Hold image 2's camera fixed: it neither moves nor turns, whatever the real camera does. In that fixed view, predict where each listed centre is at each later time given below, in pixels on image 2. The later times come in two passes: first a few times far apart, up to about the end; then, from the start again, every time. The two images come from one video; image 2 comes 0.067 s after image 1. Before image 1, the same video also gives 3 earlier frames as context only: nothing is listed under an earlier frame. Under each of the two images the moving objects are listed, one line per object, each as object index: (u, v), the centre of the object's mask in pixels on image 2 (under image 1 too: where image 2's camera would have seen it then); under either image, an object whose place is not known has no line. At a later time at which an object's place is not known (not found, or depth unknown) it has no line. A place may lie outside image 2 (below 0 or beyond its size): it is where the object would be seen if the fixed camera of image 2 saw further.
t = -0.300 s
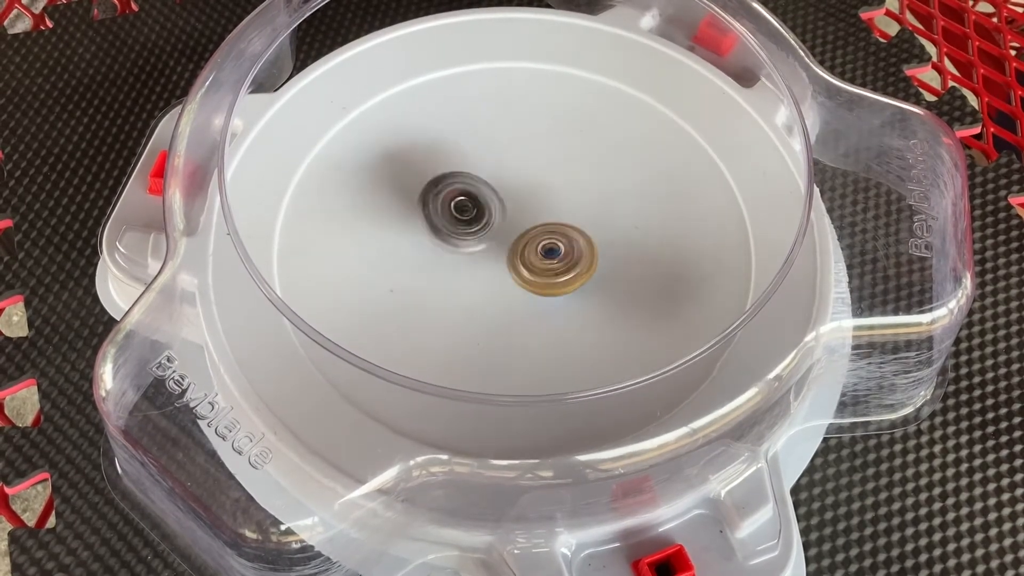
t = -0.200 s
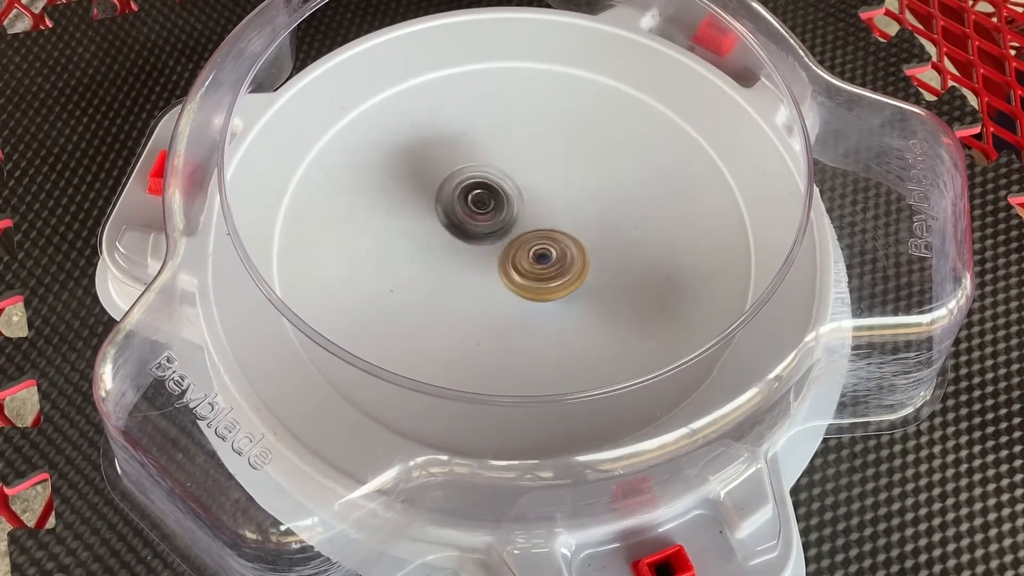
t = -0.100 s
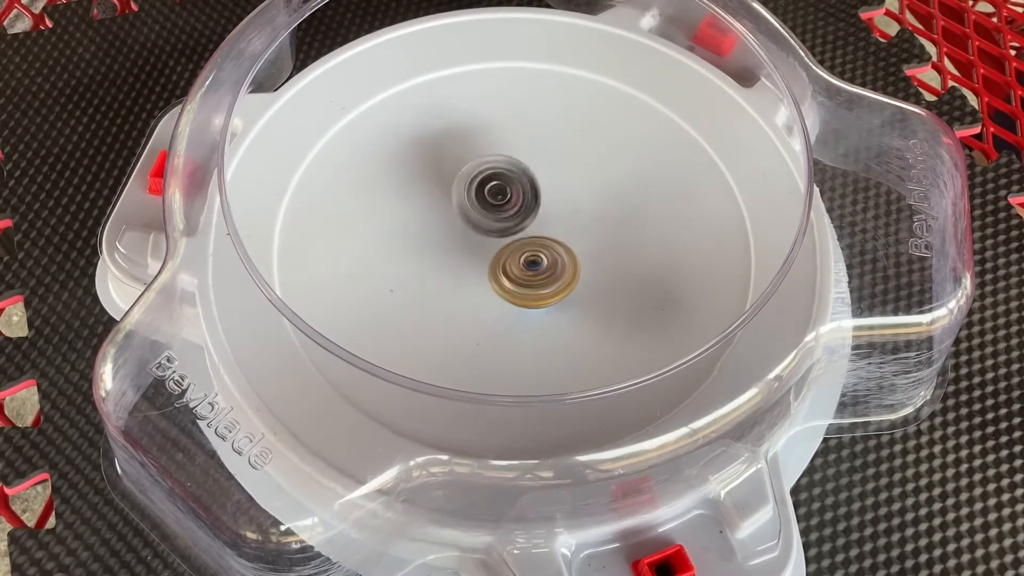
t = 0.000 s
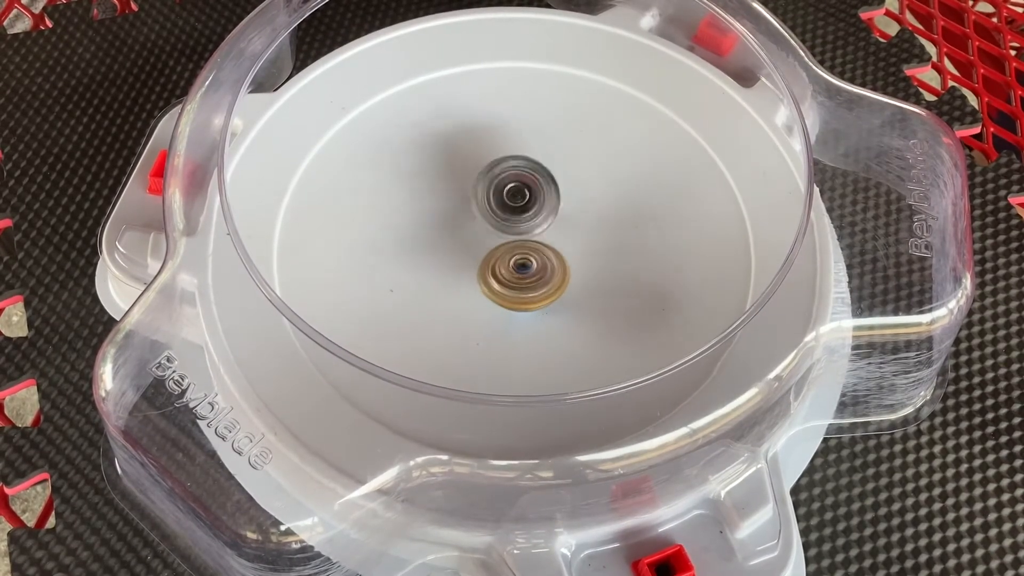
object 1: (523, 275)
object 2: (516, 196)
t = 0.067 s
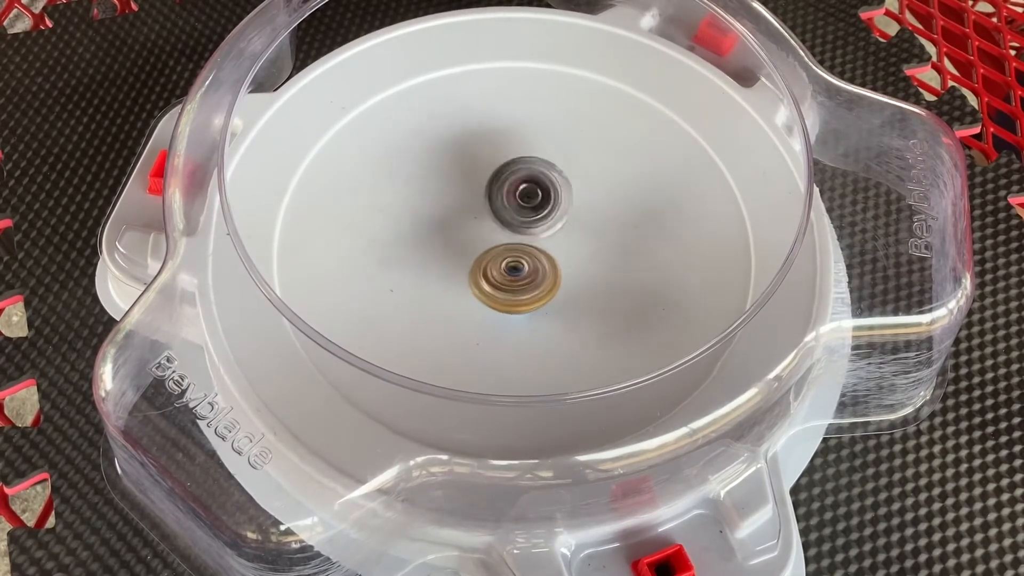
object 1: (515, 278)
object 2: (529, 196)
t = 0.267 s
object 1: (492, 276)
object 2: (560, 221)
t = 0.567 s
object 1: (470, 254)
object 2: (561, 271)
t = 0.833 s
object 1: (475, 226)
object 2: (520, 294)
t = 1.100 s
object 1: (504, 209)
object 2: (473, 281)
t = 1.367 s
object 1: (543, 216)
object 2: (461, 250)
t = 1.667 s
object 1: (567, 247)
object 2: (472, 221)
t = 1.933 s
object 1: (560, 293)
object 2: (485, 193)
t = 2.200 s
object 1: (498, 328)
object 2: (525, 172)
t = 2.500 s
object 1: (481, 293)
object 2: (524, 194)
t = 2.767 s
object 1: (482, 270)
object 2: (544, 187)
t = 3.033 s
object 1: (515, 280)
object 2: (532, 201)
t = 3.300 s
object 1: (515, 296)
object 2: (505, 213)
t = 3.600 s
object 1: (510, 286)
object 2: (482, 210)
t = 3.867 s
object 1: (528, 285)
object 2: (496, 208)
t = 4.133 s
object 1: (533, 298)
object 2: (503, 217)
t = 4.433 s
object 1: (516, 308)
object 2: (501, 197)
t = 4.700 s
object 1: (528, 281)
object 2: (511, 199)
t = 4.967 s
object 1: (543, 283)
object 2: (510, 212)
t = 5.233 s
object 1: (541, 280)
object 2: (494, 207)
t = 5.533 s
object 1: (552, 266)
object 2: (505, 201)
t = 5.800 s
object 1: (540, 288)
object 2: (498, 223)
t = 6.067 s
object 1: (502, 300)
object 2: (490, 189)
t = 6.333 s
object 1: (526, 288)
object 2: (509, 209)
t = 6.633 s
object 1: (505, 301)
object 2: (498, 217)
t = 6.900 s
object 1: (492, 285)
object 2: (529, 191)
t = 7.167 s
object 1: (494, 279)
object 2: (558, 234)
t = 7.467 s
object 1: (470, 227)
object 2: (558, 283)
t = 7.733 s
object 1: (461, 222)
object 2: (492, 281)
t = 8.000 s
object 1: (480, 231)
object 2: (479, 286)
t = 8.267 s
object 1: (480, 232)
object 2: (480, 286)
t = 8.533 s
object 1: (480, 232)
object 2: (480, 286)
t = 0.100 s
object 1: (510, 278)
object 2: (533, 198)
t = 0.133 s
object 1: (507, 278)
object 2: (538, 202)
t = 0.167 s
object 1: (503, 278)
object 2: (544, 206)
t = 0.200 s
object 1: (499, 278)
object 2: (549, 211)
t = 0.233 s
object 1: (496, 277)
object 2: (553, 216)
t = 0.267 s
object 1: (492, 276)
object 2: (560, 221)
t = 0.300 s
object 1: (489, 274)
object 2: (564, 226)
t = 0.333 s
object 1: (486, 273)
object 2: (565, 231)
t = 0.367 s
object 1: (483, 271)
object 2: (566, 237)
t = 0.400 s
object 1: (479, 268)
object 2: (567, 243)
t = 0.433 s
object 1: (477, 266)
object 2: (566, 250)
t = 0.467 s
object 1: (475, 263)
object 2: (567, 255)
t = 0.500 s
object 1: (473, 260)
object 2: (567, 260)
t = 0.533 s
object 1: (471, 257)
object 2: (564, 266)
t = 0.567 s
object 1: (470, 254)
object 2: (561, 271)
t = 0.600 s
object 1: (469, 251)
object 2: (558, 276)
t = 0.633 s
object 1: (469, 248)
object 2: (552, 281)
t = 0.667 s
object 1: (469, 244)
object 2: (547, 284)
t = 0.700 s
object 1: (470, 240)
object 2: (539, 289)
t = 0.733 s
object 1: (470, 237)
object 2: (535, 289)
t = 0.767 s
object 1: (472, 233)
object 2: (533, 291)
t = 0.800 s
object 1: (473, 230)
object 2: (528, 293)
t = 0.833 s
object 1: (475, 226)
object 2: (520, 294)
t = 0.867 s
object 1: (477, 221)
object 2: (512, 296)
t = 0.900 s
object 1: (480, 218)
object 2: (503, 298)
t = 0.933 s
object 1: (483, 216)
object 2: (497, 297)
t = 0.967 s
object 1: (486, 213)
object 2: (492, 296)
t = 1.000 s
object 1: (490, 211)
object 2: (488, 292)
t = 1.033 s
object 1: (494, 210)
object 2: (482, 289)
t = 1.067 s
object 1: (499, 209)
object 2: (477, 285)
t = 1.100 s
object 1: (504, 209)
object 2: (473, 281)
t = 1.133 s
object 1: (508, 209)
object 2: (470, 275)
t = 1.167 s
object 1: (516, 207)
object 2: (465, 274)
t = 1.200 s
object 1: (521, 208)
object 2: (462, 271)
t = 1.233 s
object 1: (525, 208)
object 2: (461, 269)
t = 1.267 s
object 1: (530, 210)
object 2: (460, 265)
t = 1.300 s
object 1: (534, 211)
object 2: (459, 260)
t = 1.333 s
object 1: (538, 214)
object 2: (461, 254)
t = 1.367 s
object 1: (543, 216)
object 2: (461, 250)
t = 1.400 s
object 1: (555, 217)
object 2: (455, 246)
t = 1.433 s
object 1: (561, 221)
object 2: (450, 242)
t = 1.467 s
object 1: (564, 224)
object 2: (450, 239)
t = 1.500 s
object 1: (566, 227)
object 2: (451, 235)
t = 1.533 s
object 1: (569, 231)
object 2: (454, 232)
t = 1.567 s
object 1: (569, 235)
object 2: (459, 228)
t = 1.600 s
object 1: (569, 239)
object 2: (464, 226)
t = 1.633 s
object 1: (568, 243)
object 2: (469, 224)
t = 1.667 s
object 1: (567, 247)
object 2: (472, 221)
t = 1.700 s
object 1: (566, 251)
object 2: (479, 221)
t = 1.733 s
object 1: (573, 262)
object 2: (476, 209)
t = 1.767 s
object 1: (578, 274)
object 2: (473, 199)
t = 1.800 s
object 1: (578, 282)
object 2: (470, 193)
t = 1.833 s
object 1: (573, 286)
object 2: (472, 192)
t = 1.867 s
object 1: (569, 289)
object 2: (476, 192)
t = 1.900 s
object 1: (565, 291)
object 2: (480, 191)
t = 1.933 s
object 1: (560, 293)
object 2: (485, 193)
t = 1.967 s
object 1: (555, 294)
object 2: (490, 196)
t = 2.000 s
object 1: (549, 294)
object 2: (495, 198)
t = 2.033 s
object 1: (542, 293)
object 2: (497, 202)
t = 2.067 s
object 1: (535, 292)
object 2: (503, 207)
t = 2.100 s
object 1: (527, 290)
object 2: (509, 210)
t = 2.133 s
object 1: (517, 302)
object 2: (511, 199)
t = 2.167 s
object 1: (507, 318)
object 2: (519, 183)
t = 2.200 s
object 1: (498, 328)
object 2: (525, 172)
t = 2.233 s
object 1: (491, 330)
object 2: (527, 166)
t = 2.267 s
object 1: (487, 329)
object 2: (530, 164)
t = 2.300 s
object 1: (485, 326)
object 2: (532, 167)
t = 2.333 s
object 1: (483, 323)
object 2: (529, 169)
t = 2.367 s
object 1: (482, 319)
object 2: (529, 174)
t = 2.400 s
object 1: (481, 314)
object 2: (529, 178)
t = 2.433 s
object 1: (480, 308)
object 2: (525, 183)
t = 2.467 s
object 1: (480, 301)
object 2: (528, 188)
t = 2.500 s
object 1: (481, 293)
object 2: (524, 194)
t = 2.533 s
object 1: (483, 284)
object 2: (519, 199)
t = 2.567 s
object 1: (485, 275)
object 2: (521, 203)
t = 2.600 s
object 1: (478, 277)
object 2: (526, 195)
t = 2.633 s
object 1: (473, 276)
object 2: (537, 190)
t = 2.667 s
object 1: (472, 275)
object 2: (546, 187)
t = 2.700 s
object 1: (475, 273)
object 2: (545, 185)
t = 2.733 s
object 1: (479, 271)
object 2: (545, 187)
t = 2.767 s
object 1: (482, 270)
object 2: (544, 187)
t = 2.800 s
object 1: (487, 268)
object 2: (542, 189)
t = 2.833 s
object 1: (492, 267)
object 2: (543, 191)
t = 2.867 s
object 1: (497, 267)
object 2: (539, 194)
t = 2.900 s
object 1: (504, 267)
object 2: (539, 195)
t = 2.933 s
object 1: (508, 268)
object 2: (539, 196)
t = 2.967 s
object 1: (510, 272)
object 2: (537, 200)
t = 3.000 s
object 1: (513, 276)
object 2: (536, 198)
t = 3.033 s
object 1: (515, 280)
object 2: (532, 201)
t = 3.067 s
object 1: (517, 284)
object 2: (531, 202)
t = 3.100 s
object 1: (518, 287)
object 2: (526, 204)
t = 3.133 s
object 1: (518, 290)
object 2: (522, 207)
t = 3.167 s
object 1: (518, 292)
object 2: (521, 208)
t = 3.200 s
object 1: (518, 293)
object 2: (514, 211)
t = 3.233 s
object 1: (517, 295)
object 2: (512, 211)
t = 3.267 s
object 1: (516, 296)
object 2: (507, 213)
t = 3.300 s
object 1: (515, 296)
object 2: (505, 213)
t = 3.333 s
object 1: (514, 296)
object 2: (501, 214)
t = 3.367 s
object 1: (513, 296)
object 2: (497, 215)
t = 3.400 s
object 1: (512, 295)
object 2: (494, 214)
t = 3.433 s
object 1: (510, 294)
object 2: (490, 215)
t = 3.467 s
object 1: (510, 292)
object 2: (488, 214)
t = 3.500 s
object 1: (509, 290)
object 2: (485, 214)
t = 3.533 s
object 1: (510, 290)
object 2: (484, 211)
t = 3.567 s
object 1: (509, 289)
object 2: (483, 211)
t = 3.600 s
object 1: (510, 286)
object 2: (482, 210)
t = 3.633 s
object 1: (512, 285)
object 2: (482, 209)
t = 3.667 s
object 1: (515, 284)
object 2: (482, 207)
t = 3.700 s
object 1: (516, 282)
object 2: (485, 208)
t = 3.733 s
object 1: (517, 281)
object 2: (486, 208)
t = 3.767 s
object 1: (521, 280)
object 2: (488, 208)
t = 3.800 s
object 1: (524, 283)
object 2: (490, 207)
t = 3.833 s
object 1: (526, 285)
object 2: (492, 206)
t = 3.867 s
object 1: (528, 285)
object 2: (496, 208)
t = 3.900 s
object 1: (531, 285)
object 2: (495, 209)
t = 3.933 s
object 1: (533, 285)
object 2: (499, 211)
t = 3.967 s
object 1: (534, 288)
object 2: (499, 212)
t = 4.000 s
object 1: (534, 290)
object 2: (501, 216)
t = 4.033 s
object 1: (534, 292)
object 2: (502, 215)
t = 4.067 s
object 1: (534, 292)
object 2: (502, 216)
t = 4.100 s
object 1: (534, 293)
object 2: (505, 219)
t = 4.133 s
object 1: (533, 298)
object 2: (503, 217)
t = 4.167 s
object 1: (531, 300)
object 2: (507, 216)
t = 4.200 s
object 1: (531, 300)
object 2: (501, 218)
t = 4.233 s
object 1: (529, 300)
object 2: (503, 218)
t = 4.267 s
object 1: (528, 300)
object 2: (500, 219)
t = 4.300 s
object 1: (526, 298)
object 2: (503, 220)
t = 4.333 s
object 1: (525, 297)
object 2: (500, 221)
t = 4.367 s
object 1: (524, 306)
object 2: (501, 211)
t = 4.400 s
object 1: (520, 309)
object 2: (501, 202)
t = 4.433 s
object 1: (516, 308)
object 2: (501, 197)
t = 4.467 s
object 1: (516, 305)
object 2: (501, 196)
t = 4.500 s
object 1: (518, 302)
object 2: (502, 195)
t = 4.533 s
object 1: (519, 300)
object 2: (503, 195)
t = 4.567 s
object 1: (518, 297)
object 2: (504, 193)
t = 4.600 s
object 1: (520, 293)
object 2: (508, 196)
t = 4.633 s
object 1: (522, 290)
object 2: (508, 196)
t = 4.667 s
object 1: (525, 284)
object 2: (511, 198)
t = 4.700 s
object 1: (528, 281)
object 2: (511, 199)
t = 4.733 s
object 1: (533, 276)
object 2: (514, 202)
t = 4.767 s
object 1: (536, 277)
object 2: (514, 201)
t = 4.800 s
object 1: (539, 281)
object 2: (517, 201)
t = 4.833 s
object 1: (541, 282)
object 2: (515, 202)
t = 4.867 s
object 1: (544, 282)
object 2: (515, 205)
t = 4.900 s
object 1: (545, 283)
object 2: (513, 207)
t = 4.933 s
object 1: (544, 284)
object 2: (511, 211)
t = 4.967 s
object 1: (543, 283)
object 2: (510, 212)
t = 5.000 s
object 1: (543, 283)
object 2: (507, 214)
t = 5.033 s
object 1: (544, 282)
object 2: (505, 216)
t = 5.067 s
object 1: (544, 282)
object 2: (502, 218)
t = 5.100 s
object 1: (544, 281)
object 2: (500, 218)
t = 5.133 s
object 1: (544, 280)
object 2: (497, 218)
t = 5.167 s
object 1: (544, 282)
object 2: (497, 214)
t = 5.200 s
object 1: (543, 282)
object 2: (496, 210)
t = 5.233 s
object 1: (541, 280)
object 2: (494, 207)
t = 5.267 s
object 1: (542, 279)
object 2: (494, 204)
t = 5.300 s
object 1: (542, 276)
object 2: (493, 201)
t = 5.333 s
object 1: (542, 272)
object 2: (495, 200)
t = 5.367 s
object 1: (543, 270)
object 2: (495, 199)
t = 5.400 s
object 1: (545, 267)
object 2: (497, 198)
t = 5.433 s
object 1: (547, 266)
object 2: (499, 198)
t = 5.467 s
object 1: (549, 263)
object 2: (502, 199)
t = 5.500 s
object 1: (550, 265)
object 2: (502, 199)
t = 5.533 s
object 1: (552, 266)
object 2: (505, 201)
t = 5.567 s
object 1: (552, 272)
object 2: (504, 202)
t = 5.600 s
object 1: (552, 276)
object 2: (508, 202)
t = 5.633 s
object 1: (551, 278)
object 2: (506, 208)
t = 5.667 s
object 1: (551, 280)
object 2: (511, 208)
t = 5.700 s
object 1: (550, 283)
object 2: (508, 214)
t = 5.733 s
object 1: (548, 285)
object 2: (505, 216)
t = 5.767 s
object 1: (545, 287)
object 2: (504, 219)
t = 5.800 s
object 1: (540, 288)
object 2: (498, 223)
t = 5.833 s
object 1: (534, 288)
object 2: (496, 226)
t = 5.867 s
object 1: (530, 293)
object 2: (491, 224)
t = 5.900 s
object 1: (521, 304)
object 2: (490, 214)
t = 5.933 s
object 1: (514, 304)
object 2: (492, 204)
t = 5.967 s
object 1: (506, 309)
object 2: (491, 198)
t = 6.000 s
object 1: (503, 306)
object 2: (491, 193)
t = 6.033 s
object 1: (501, 303)
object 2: (491, 190)
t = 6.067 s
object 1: (502, 300)
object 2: (490, 189)
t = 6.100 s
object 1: (506, 297)
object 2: (492, 188)
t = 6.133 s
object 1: (510, 295)
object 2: (493, 188)
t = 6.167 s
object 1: (513, 291)
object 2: (498, 188)
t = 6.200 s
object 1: (517, 289)
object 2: (498, 193)
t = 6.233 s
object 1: (521, 287)
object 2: (498, 195)
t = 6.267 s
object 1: (524, 287)
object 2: (502, 200)
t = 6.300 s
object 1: (525, 287)
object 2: (505, 206)
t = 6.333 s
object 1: (526, 288)
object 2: (509, 209)
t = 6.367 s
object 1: (526, 293)
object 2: (511, 212)
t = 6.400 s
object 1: (527, 297)
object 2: (510, 216)
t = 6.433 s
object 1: (527, 300)
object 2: (509, 218)
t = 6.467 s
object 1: (526, 302)
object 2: (507, 221)
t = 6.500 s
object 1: (524, 302)
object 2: (503, 225)
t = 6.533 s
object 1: (522, 300)
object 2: (499, 227)
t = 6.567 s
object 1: (520, 300)
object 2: (496, 226)
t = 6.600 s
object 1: (512, 302)
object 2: (496, 223)
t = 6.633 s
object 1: (505, 301)
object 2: (498, 217)
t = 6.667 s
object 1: (499, 297)
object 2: (499, 214)
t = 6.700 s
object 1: (496, 291)
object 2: (497, 210)
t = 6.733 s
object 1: (493, 290)
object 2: (501, 204)
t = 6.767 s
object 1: (491, 288)
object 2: (507, 199)
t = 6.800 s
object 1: (490, 286)
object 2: (511, 195)
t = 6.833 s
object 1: (492, 287)
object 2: (514, 190)
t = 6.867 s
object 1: (491, 286)
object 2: (523, 188)
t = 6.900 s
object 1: (492, 285)
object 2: (529, 191)
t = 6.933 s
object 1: (493, 284)
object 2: (532, 195)
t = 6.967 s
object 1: (496, 283)
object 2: (541, 196)
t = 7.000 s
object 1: (498, 283)
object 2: (546, 203)
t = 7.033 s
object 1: (499, 283)
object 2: (548, 212)
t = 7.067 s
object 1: (499, 281)
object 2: (550, 219)
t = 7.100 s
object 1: (500, 279)
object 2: (549, 226)
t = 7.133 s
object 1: (496, 280)
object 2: (555, 229)
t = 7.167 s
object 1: (494, 279)
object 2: (558, 234)
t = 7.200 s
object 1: (490, 278)
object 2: (558, 238)
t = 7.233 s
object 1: (486, 275)
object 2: (559, 239)
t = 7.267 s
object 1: (485, 273)
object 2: (563, 242)
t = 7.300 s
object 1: (479, 264)
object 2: (571, 254)
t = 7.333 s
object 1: (476, 256)
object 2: (567, 268)
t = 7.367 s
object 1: (476, 247)
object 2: (567, 272)
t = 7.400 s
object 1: (476, 239)
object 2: (565, 278)
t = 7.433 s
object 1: (473, 232)
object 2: (562, 280)
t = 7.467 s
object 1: (470, 227)
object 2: (558, 283)
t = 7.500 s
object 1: (465, 224)
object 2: (556, 285)
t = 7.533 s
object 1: (460, 222)
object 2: (546, 287)
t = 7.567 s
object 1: (457, 221)
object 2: (535, 289)
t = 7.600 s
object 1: (455, 221)
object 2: (525, 288)
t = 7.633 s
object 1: (454, 220)
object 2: (519, 287)
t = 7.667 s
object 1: (455, 221)
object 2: (509, 286)
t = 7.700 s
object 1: (458, 221)
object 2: (499, 283)
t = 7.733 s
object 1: (461, 222)
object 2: (492, 281)
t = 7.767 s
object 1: (466, 224)
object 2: (485, 280)
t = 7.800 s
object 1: (471, 227)
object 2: (478, 279)
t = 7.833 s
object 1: (475, 229)
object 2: (473, 282)
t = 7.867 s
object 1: (477, 230)
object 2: (473, 283)
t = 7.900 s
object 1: (478, 230)
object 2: (473, 284)
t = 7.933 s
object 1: (479, 231)
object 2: (476, 285)
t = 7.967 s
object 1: (480, 231)
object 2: (477, 286)
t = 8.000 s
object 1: (480, 231)
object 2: (479, 286)
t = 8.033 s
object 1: (480, 232)
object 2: (480, 286)
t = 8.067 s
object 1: (480, 232)
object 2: (480, 286)
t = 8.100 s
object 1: (480, 232)
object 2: (480, 286)
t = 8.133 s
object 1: (480, 232)
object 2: (480, 286)
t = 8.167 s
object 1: (480, 232)
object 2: (480, 286)
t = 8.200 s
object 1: (480, 232)
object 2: (480, 286)
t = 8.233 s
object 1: (480, 232)
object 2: (480, 286)
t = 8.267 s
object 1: (480, 232)
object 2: (480, 286)
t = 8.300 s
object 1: (480, 232)
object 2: (480, 286)
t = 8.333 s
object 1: (480, 232)
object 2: (480, 286)
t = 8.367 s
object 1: (480, 232)
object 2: (480, 286)
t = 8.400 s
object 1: (480, 232)
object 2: (480, 286)
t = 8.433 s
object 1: (480, 232)
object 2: (480, 286)
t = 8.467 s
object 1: (480, 232)
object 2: (480, 286)
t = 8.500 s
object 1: (480, 232)
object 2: (480, 286)
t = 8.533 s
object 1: (480, 232)
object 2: (480, 286)
